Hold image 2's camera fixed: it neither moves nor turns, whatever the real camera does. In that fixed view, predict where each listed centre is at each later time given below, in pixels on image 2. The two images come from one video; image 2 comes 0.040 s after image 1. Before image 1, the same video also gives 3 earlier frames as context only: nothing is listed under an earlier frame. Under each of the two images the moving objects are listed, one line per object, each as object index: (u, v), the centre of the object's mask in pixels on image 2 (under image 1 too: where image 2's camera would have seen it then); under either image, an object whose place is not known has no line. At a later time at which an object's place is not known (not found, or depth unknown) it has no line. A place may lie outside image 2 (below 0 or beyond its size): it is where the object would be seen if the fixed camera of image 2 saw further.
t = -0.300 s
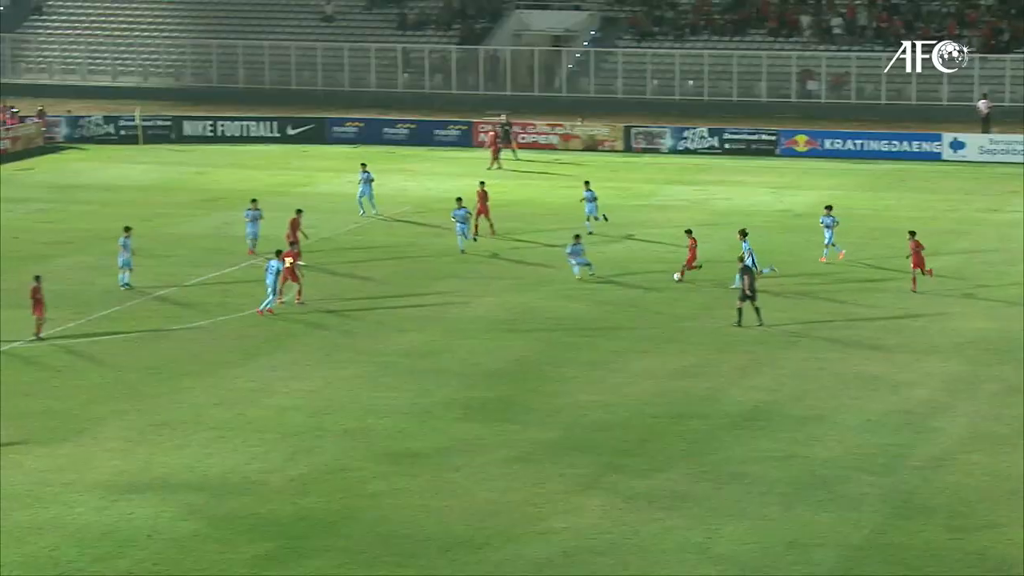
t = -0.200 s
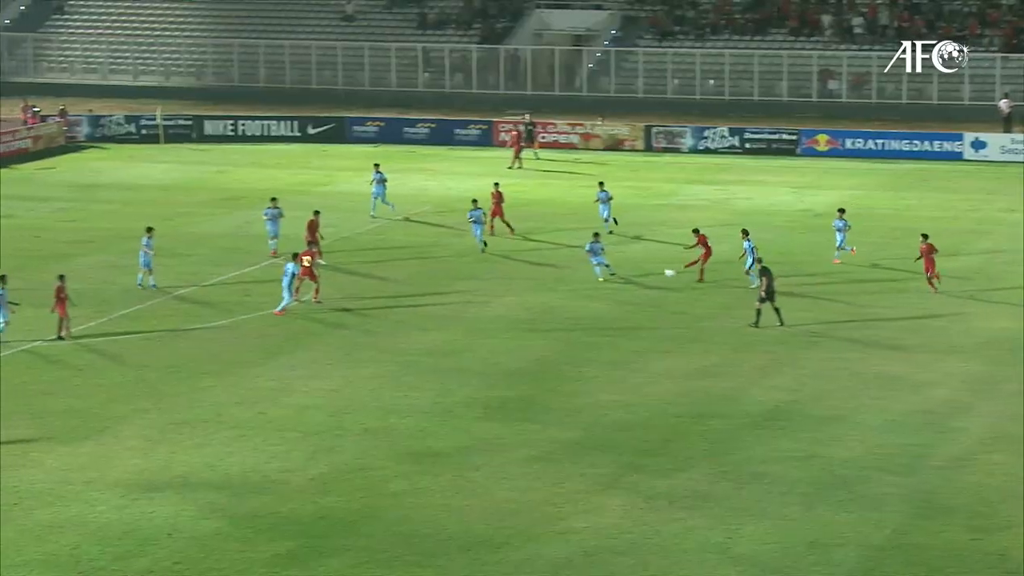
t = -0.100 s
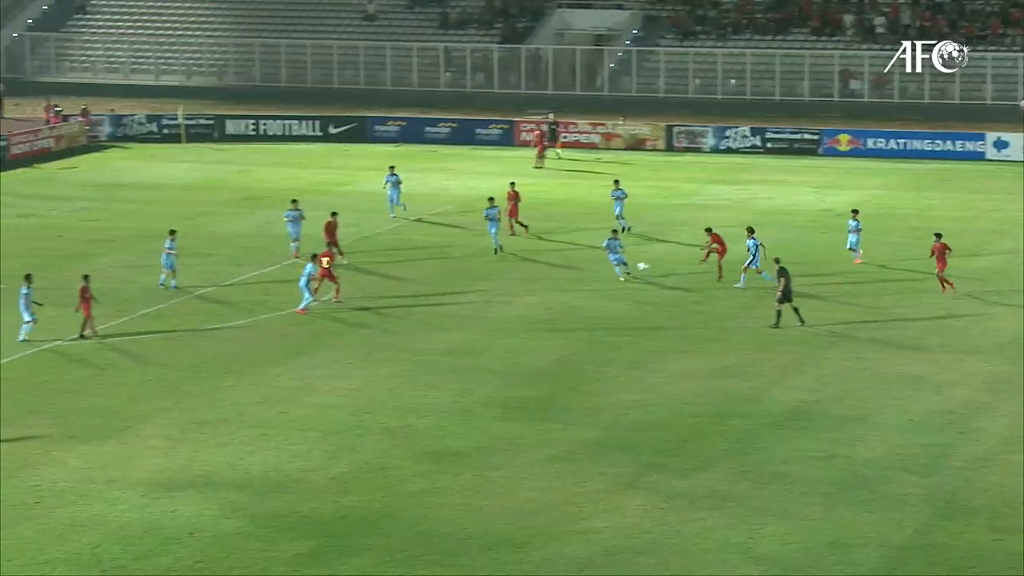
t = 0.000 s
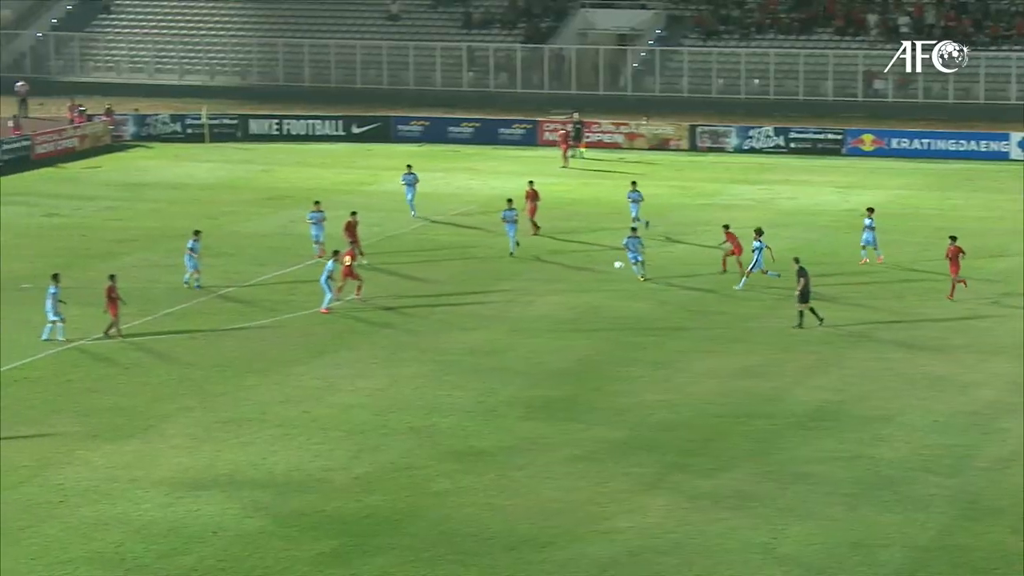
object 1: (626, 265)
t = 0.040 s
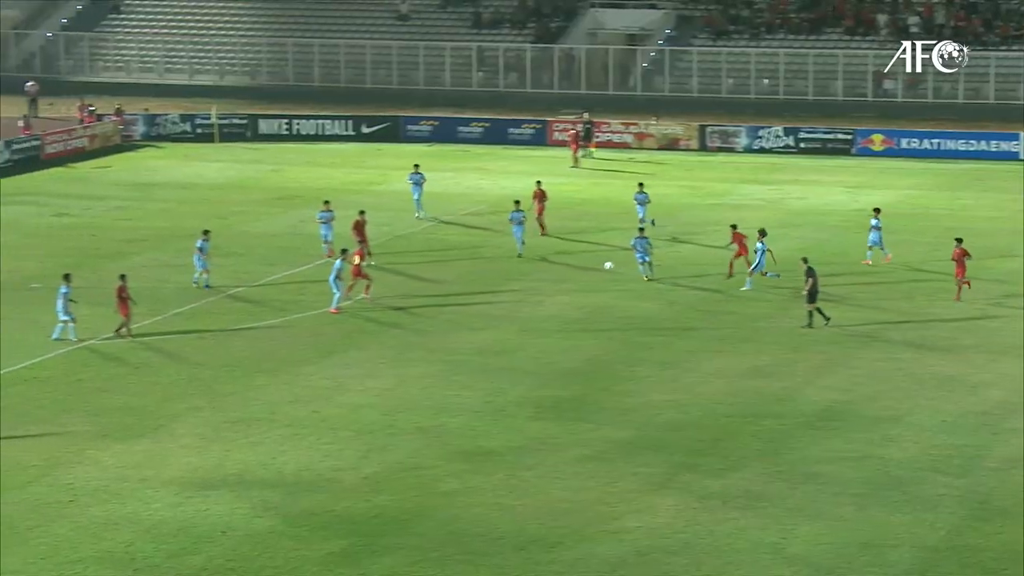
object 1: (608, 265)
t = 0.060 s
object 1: (600, 266)
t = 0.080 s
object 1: (591, 267)
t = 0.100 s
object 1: (583, 268)
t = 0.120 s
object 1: (573, 269)
